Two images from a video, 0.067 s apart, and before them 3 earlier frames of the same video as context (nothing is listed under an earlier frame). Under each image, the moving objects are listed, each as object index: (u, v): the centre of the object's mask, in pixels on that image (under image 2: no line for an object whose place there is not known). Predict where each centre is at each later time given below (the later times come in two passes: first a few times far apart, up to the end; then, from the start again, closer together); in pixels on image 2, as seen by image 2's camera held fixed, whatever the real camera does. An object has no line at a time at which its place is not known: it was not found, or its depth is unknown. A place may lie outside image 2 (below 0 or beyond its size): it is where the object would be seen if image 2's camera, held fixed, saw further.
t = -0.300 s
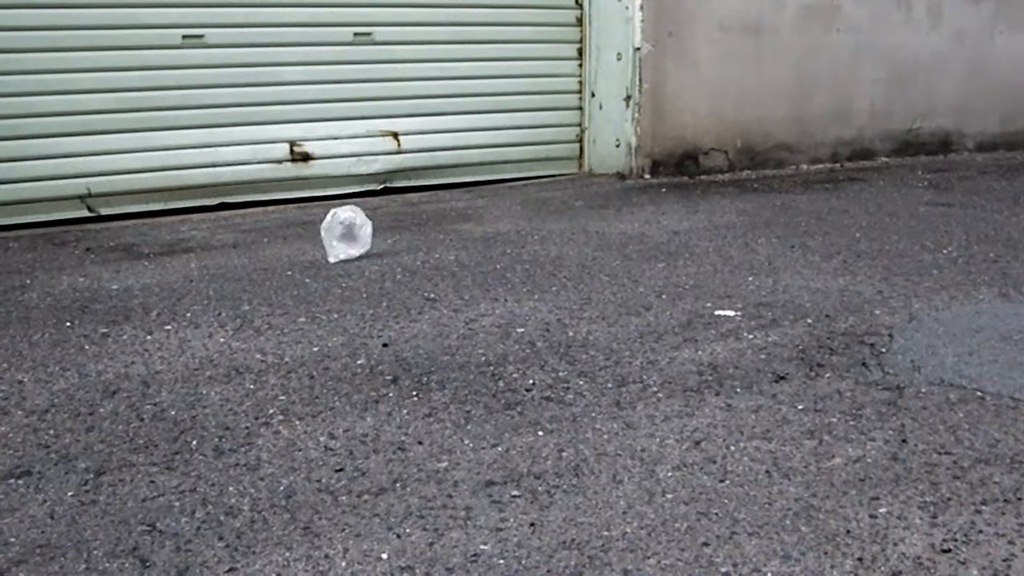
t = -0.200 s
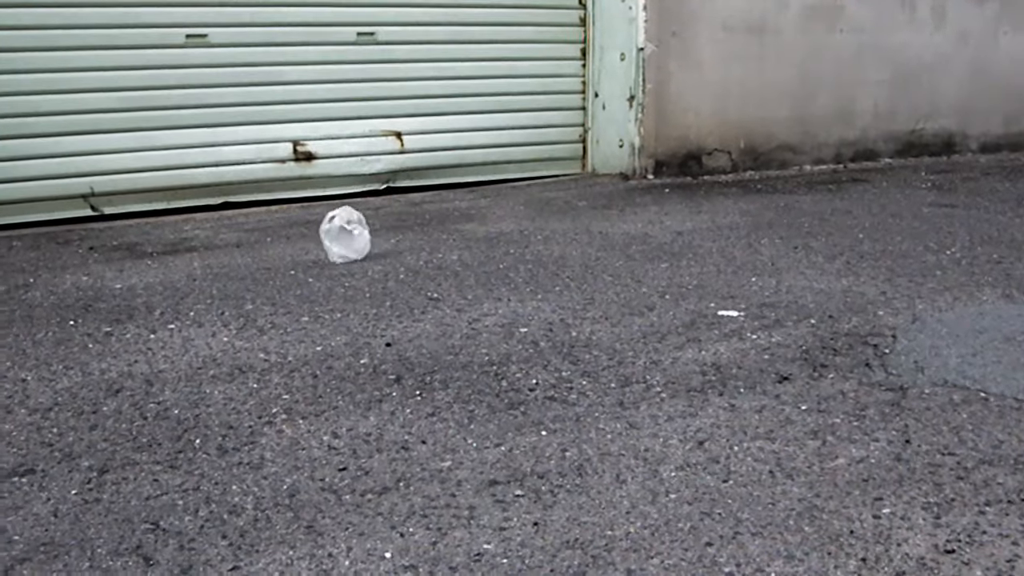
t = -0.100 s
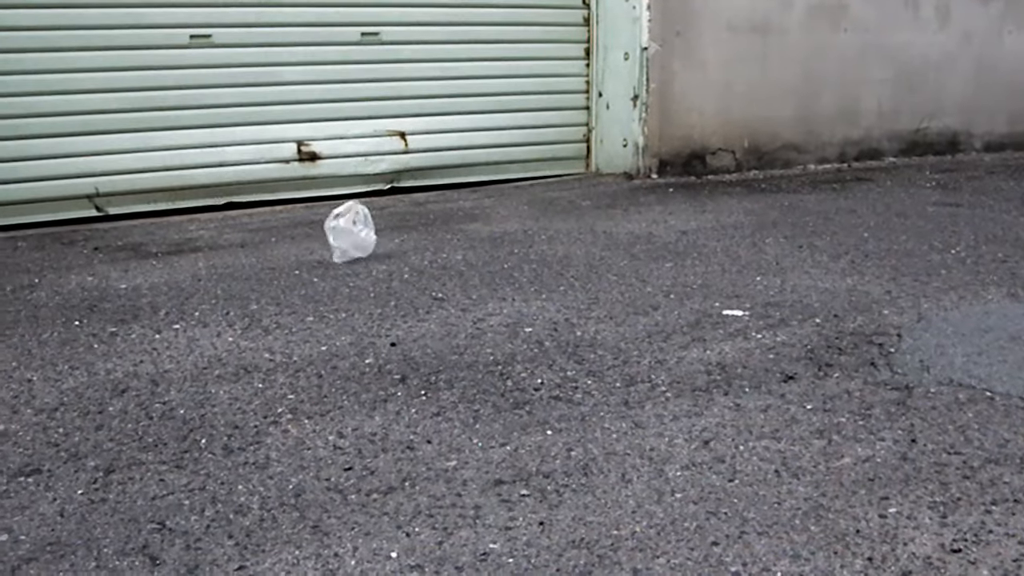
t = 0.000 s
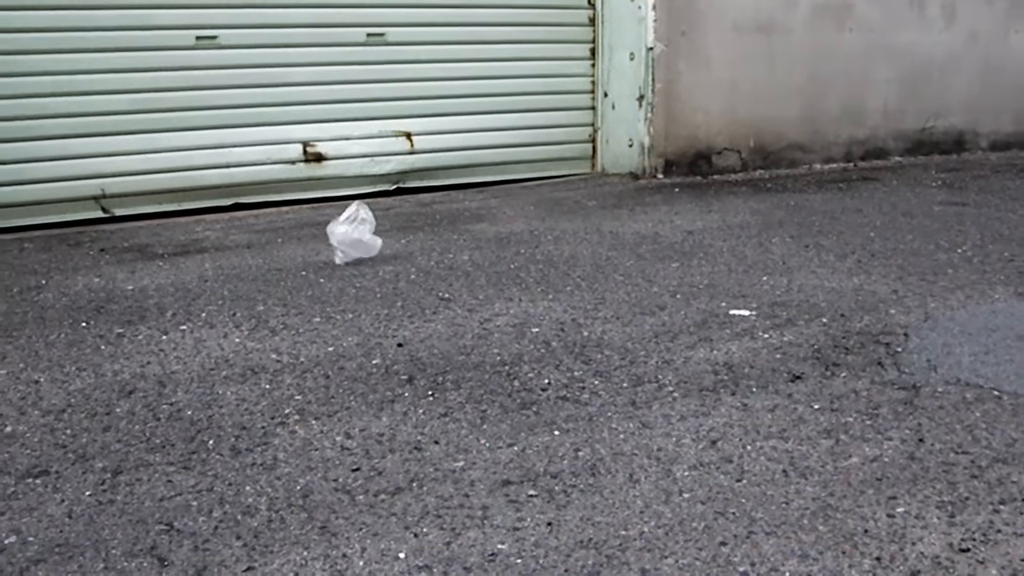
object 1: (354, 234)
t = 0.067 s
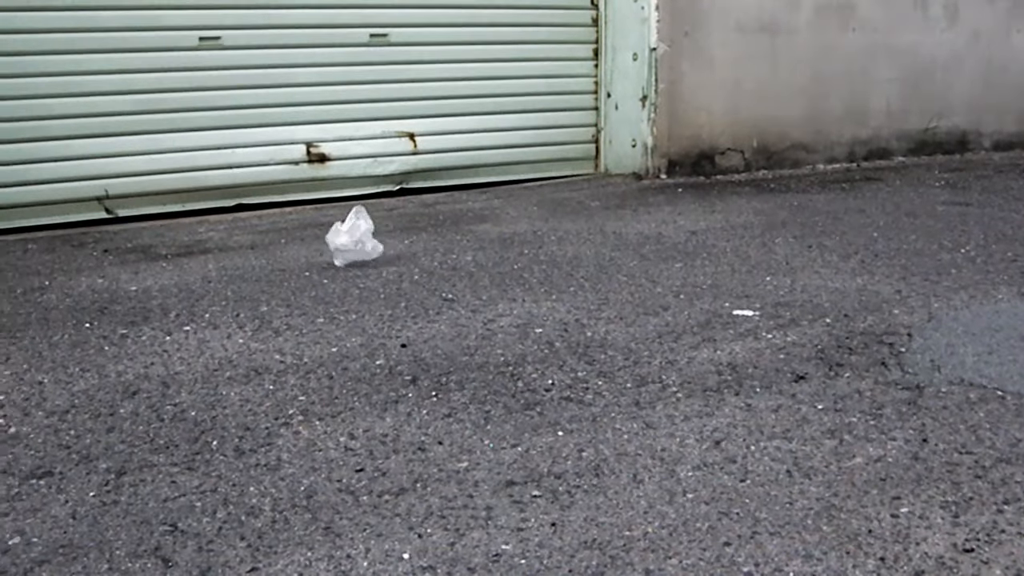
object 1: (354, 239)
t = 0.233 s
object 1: (348, 248)
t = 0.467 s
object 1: (338, 246)
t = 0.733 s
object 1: (328, 252)
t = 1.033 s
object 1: (315, 257)
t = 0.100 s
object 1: (352, 240)
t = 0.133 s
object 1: (351, 242)
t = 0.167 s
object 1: (350, 244)
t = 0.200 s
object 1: (349, 247)
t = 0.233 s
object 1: (348, 248)
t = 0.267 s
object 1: (347, 248)
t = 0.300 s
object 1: (345, 248)
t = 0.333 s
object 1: (343, 247)
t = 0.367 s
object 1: (342, 247)
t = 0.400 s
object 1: (340, 247)
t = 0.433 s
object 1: (339, 247)
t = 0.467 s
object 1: (338, 246)
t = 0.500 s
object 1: (337, 246)
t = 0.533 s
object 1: (336, 245)
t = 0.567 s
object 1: (335, 245)
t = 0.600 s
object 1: (334, 246)
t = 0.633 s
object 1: (332, 246)
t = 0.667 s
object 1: (331, 248)
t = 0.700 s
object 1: (329, 250)
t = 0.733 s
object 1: (328, 252)
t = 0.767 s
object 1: (326, 253)
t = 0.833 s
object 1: (322, 256)
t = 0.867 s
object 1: (321, 256)
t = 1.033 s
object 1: (315, 257)
